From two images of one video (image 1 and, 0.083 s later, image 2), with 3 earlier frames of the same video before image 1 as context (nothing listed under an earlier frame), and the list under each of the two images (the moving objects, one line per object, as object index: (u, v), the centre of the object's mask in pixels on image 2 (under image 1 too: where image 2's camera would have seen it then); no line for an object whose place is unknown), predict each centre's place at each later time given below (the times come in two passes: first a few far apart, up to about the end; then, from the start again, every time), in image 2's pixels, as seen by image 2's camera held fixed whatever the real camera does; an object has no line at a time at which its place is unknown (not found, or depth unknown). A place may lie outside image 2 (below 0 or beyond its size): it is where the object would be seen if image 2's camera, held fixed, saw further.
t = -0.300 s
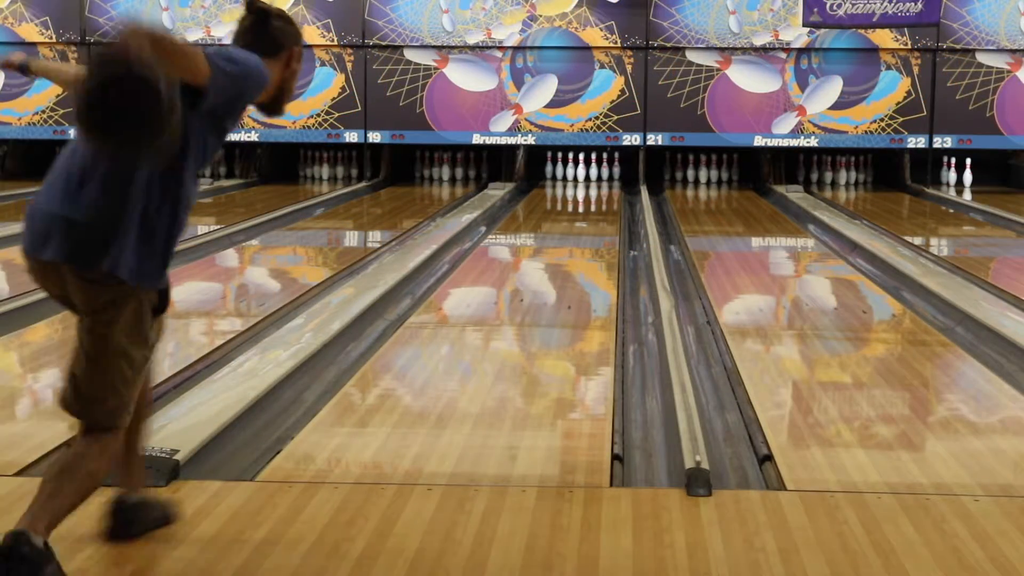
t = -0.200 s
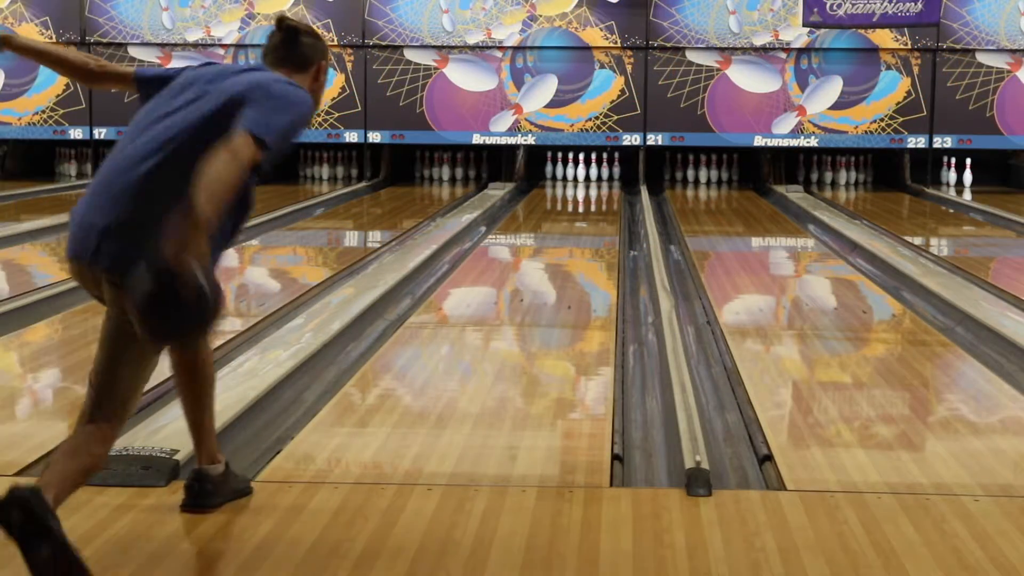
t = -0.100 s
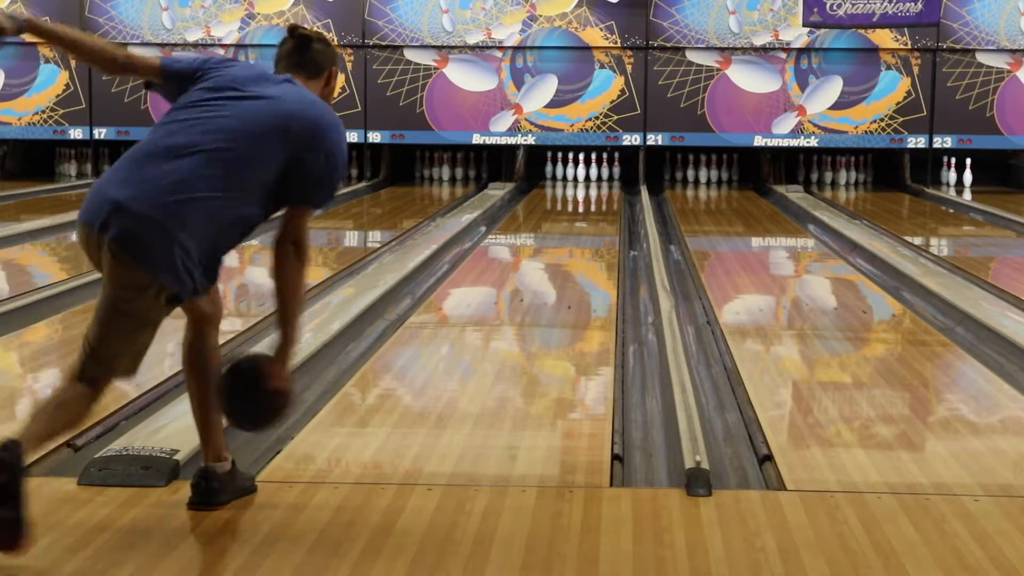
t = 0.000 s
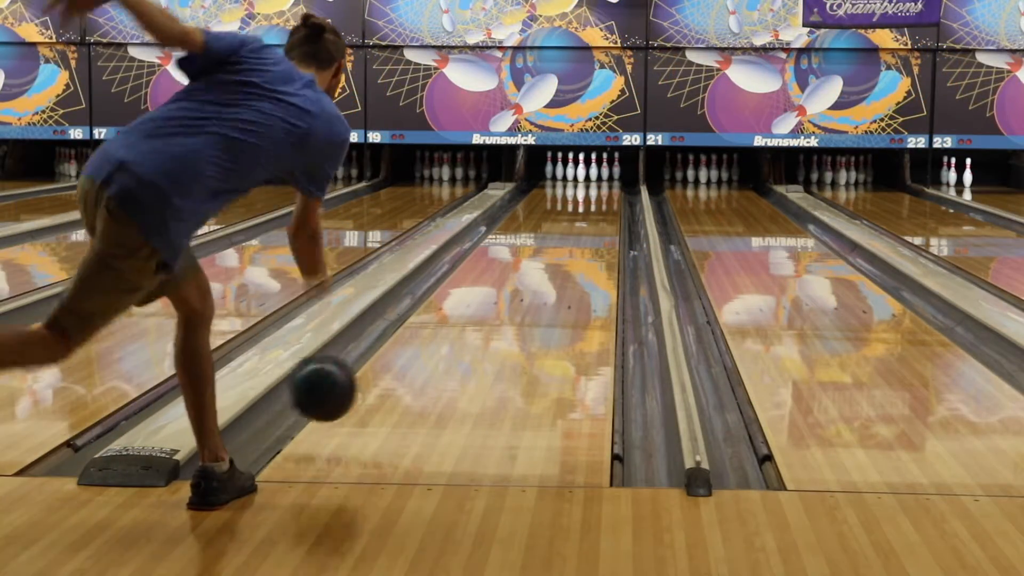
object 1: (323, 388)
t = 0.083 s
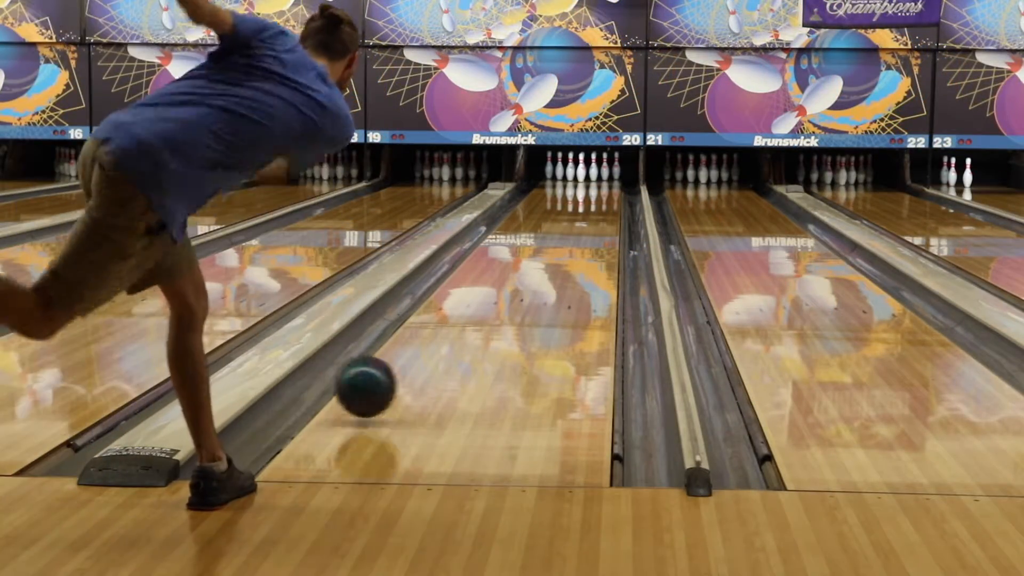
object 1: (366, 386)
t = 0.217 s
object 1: (417, 353)
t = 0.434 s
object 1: (476, 306)
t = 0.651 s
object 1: (515, 274)
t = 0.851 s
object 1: (542, 252)
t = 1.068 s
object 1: (563, 235)
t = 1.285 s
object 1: (578, 220)
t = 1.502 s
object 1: (588, 208)
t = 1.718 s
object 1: (595, 199)
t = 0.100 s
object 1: (373, 388)
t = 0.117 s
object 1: (380, 382)
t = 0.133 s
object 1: (387, 375)
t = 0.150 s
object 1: (393, 369)
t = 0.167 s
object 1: (400, 363)
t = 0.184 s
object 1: (406, 359)
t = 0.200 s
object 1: (412, 355)
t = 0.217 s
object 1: (417, 353)
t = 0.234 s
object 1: (423, 349)
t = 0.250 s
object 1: (428, 344)
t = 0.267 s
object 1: (433, 340)
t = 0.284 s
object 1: (438, 336)
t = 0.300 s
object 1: (443, 332)
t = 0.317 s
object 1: (448, 329)
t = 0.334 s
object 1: (452, 325)
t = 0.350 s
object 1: (456, 322)
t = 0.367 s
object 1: (461, 318)
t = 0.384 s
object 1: (465, 315)
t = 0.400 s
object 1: (469, 312)
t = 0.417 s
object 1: (472, 309)
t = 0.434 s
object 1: (476, 306)
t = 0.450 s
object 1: (480, 303)
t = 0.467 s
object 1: (483, 300)
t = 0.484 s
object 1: (486, 298)
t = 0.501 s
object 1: (490, 295)
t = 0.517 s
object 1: (493, 293)
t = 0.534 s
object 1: (496, 290)
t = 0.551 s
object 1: (499, 288)
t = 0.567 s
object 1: (502, 286)
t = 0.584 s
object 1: (505, 283)
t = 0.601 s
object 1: (508, 281)
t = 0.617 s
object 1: (510, 279)
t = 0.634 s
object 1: (513, 276)
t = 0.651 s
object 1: (515, 274)
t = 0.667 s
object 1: (518, 272)
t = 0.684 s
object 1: (521, 270)
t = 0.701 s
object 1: (523, 268)
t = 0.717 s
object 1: (525, 266)
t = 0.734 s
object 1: (528, 264)
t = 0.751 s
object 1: (530, 262)
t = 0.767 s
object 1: (532, 261)
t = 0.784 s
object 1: (534, 259)
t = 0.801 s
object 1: (536, 257)
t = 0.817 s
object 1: (538, 256)
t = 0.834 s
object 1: (540, 254)
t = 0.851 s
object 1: (542, 252)
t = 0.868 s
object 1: (544, 251)
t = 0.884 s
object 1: (546, 249)
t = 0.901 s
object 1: (547, 247)
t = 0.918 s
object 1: (549, 246)
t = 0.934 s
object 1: (551, 244)
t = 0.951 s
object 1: (552, 243)
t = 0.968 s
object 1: (554, 241)
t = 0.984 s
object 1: (555, 240)
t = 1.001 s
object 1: (557, 239)
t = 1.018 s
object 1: (559, 238)
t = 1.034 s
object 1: (560, 236)
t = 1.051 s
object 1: (562, 235)
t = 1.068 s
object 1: (563, 235)
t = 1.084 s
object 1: (564, 233)
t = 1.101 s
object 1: (565, 232)
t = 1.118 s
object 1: (566, 231)
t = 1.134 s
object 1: (568, 230)
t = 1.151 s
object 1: (569, 228)
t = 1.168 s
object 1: (570, 227)
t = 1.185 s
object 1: (572, 226)
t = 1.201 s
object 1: (573, 225)
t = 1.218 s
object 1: (574, 225)
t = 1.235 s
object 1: (575, 223)
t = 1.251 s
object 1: (576, 222)
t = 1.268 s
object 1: (577, 221)
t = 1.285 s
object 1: (578, 220)
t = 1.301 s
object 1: (579, 219)
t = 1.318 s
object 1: (580, 218)
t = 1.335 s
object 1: (581, 217)
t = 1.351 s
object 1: (582, 216)
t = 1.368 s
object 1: (582, 215)
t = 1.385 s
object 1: (583, 214)
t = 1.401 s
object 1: (584, 214)
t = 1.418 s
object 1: (585, 213)
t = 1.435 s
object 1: (586, 212)
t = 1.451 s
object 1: (587, 211)
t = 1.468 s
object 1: (587, 210)
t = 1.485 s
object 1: (588, 209)
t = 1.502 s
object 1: (588, 208)
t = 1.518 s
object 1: (588, 207)
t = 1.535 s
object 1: (589, 207)
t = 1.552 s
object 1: (589, 206)
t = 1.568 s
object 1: (590, 205)
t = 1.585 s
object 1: (591, 204)
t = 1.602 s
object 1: (592, 204)
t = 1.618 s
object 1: (592, 203)
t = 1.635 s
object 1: (593, 202)
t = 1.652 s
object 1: (594, 201)
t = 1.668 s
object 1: (594, 201)
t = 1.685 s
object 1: (595, 200)
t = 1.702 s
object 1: (595, 200)
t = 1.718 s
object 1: (595, 199)
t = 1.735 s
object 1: (596, 198)
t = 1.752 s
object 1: (596, 198)
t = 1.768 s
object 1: (596, 197)
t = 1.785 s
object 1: (597, 197)
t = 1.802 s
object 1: (597, 196)
